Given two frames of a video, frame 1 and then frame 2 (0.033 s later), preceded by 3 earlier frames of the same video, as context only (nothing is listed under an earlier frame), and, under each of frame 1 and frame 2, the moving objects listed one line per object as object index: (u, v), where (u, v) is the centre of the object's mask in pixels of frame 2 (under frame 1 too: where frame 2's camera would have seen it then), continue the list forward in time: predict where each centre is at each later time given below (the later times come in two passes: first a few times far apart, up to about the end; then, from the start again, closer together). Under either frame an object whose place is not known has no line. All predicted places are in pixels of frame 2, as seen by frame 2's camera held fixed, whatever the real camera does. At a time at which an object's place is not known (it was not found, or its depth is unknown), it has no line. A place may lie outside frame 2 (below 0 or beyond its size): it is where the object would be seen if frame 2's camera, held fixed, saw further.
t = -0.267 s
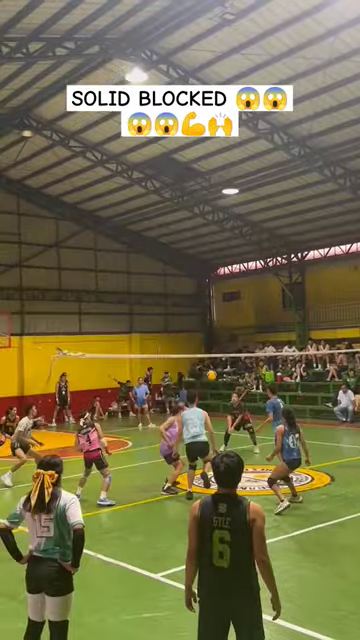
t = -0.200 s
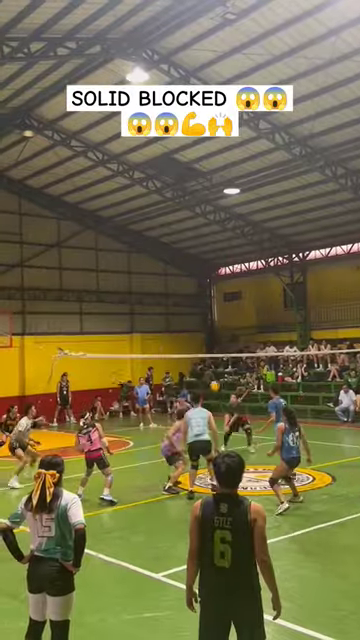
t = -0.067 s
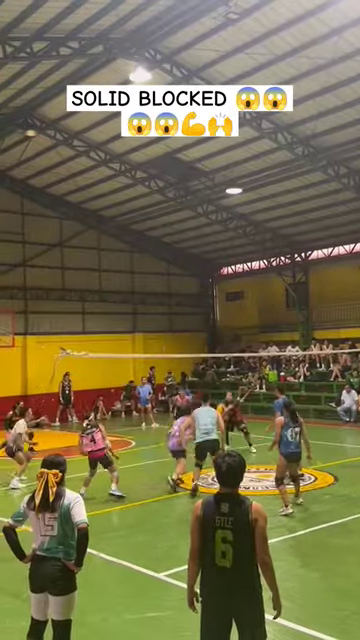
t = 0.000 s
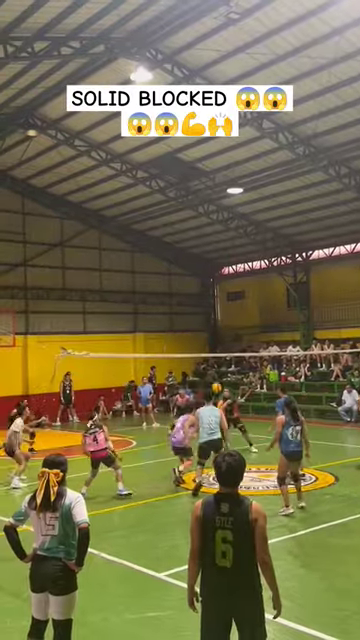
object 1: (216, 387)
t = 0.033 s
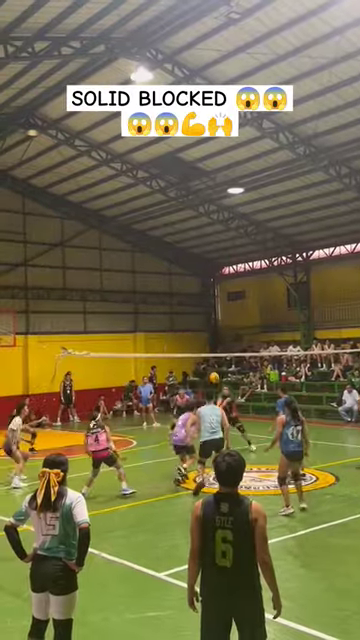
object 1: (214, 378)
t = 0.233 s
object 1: (198, 328)
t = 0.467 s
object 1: (181, 291)
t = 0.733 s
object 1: (161, 278)
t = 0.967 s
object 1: (144, 295)
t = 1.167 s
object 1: (130, 329)
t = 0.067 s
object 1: (212, 367)
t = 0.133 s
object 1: (206, 349)
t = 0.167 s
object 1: (203, 342)
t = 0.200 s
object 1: (201, 334)
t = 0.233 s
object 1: (198, 328)
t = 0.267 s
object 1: (195, 321)
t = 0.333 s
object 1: (191, 309)
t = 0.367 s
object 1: (188, 304)
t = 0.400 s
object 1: (186, 299)
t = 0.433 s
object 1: (183, 295)
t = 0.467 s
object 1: (181, 291)
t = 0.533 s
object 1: (176, 284)
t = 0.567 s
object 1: (173, 282)
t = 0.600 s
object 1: (171, 281)
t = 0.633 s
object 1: (168, 280)
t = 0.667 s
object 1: (166, 278)
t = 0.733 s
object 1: (161, 278)
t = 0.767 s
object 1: (159, 279)
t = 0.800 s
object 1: (156, 280)
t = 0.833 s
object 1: (154, 282)
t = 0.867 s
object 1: (151, 284)
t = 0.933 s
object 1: (147, 291)
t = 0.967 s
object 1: (144, 295)
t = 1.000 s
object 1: (141, 299)
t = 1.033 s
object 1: (139, 304)
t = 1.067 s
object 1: (138, 310)
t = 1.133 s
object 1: (133, 322)
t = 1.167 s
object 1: (130, 329)
